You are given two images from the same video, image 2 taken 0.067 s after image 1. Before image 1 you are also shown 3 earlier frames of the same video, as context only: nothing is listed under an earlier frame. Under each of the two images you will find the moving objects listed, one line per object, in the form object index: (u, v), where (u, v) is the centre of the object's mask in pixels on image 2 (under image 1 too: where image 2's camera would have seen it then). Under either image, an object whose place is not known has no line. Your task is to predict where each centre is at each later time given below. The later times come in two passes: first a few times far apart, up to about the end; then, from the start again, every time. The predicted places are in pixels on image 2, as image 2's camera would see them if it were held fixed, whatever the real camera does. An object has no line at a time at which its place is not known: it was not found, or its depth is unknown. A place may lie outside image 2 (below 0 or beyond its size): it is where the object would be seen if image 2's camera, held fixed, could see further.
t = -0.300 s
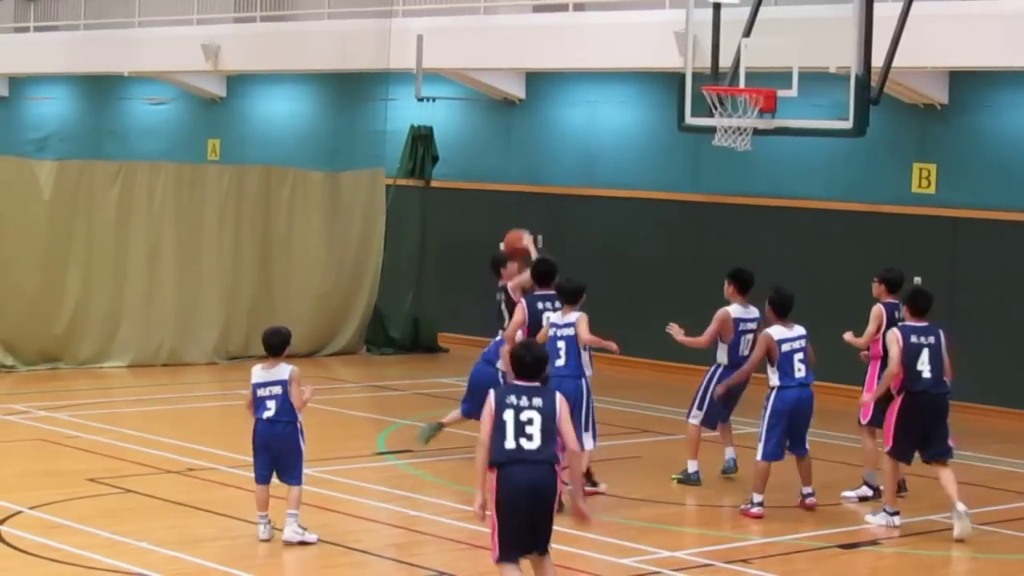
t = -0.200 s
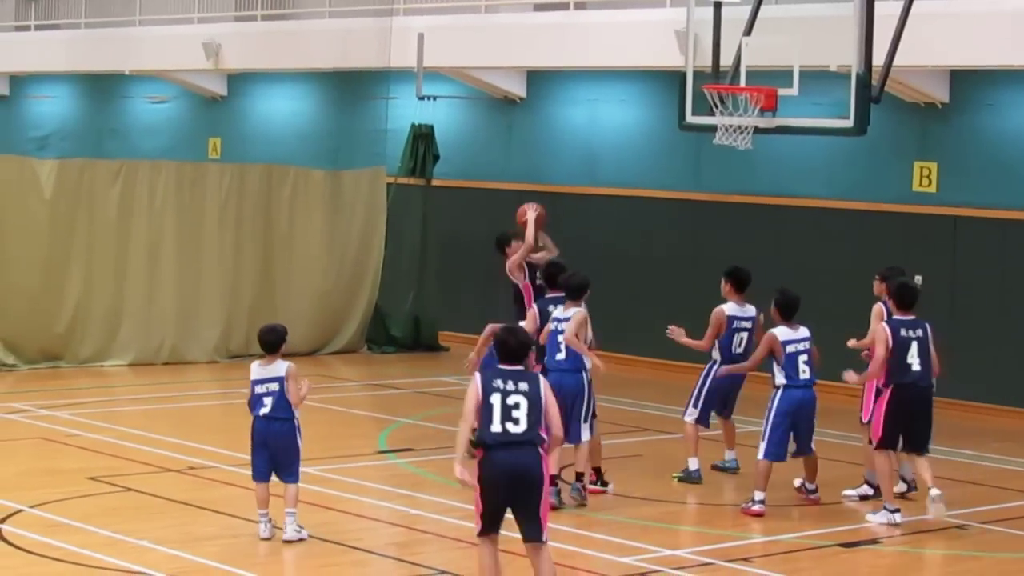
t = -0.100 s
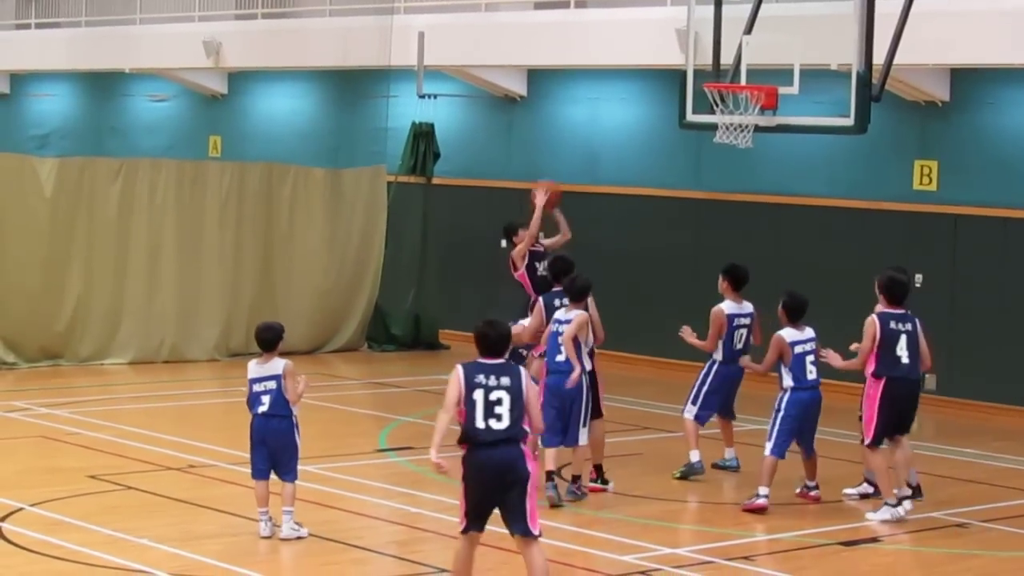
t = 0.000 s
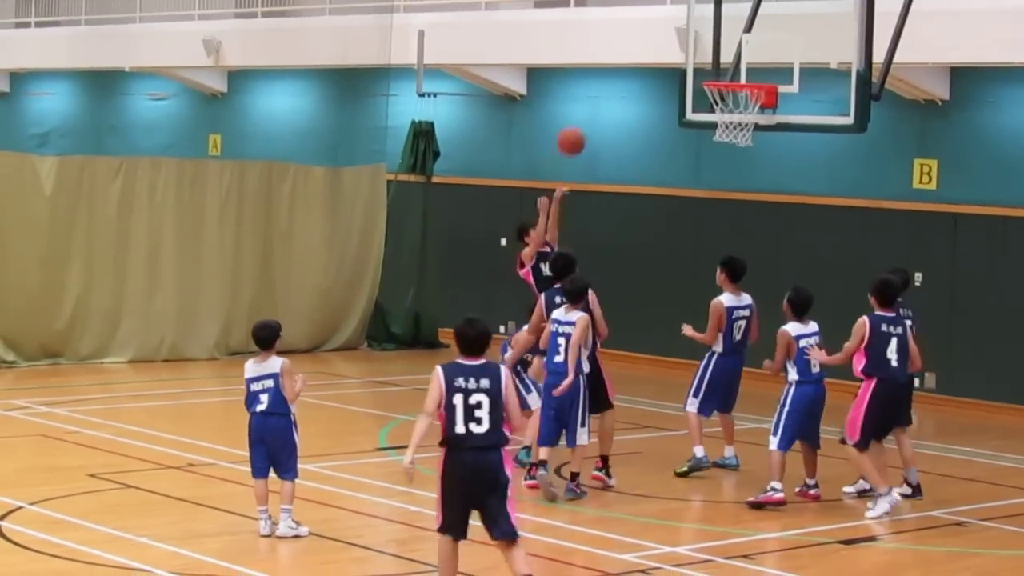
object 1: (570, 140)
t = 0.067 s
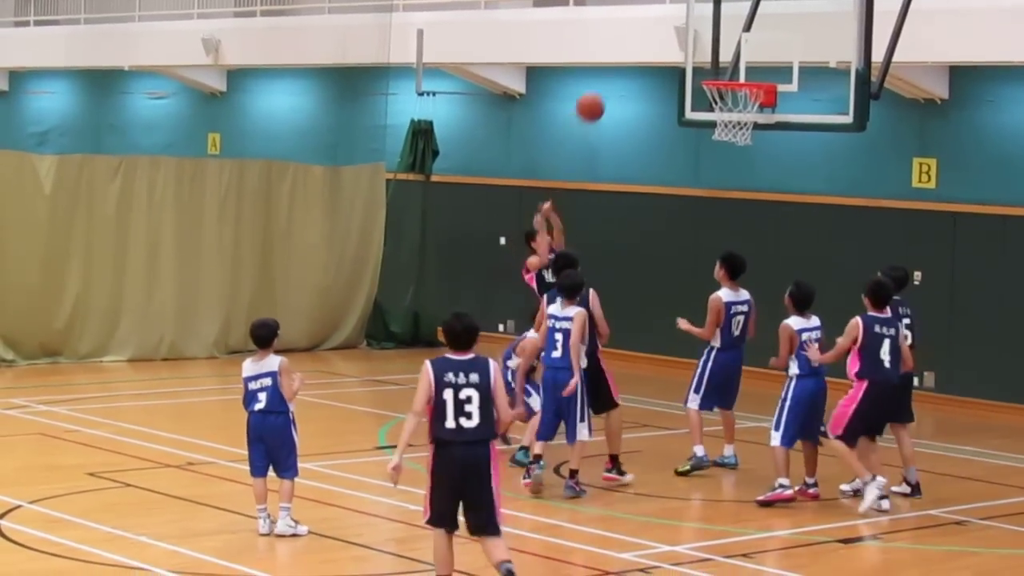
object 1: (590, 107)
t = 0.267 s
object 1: (651, 39)
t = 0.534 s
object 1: (734, 21)
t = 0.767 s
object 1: (808, 79)
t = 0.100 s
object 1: (600, 93)
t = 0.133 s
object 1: (610, 80)
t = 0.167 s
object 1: (620, 68)
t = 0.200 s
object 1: (630, 57)
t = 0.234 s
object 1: (641, 48)
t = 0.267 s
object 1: (651, 39)
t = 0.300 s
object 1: (661, 32)
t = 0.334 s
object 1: (672, 27)
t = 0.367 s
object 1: (682, 22)
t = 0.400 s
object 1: (692, 19)
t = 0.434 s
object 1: (702, 18)
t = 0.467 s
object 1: (712, 18)
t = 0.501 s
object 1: (723, 19)
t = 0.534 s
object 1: (734, 21)
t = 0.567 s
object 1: (744, 24)
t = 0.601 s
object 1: (755, 30)
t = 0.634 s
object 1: (765, 37)
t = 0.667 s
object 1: (775, 45)
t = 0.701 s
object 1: (786, 54)
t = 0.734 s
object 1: (797, 66)
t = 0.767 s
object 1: (808, 79)
